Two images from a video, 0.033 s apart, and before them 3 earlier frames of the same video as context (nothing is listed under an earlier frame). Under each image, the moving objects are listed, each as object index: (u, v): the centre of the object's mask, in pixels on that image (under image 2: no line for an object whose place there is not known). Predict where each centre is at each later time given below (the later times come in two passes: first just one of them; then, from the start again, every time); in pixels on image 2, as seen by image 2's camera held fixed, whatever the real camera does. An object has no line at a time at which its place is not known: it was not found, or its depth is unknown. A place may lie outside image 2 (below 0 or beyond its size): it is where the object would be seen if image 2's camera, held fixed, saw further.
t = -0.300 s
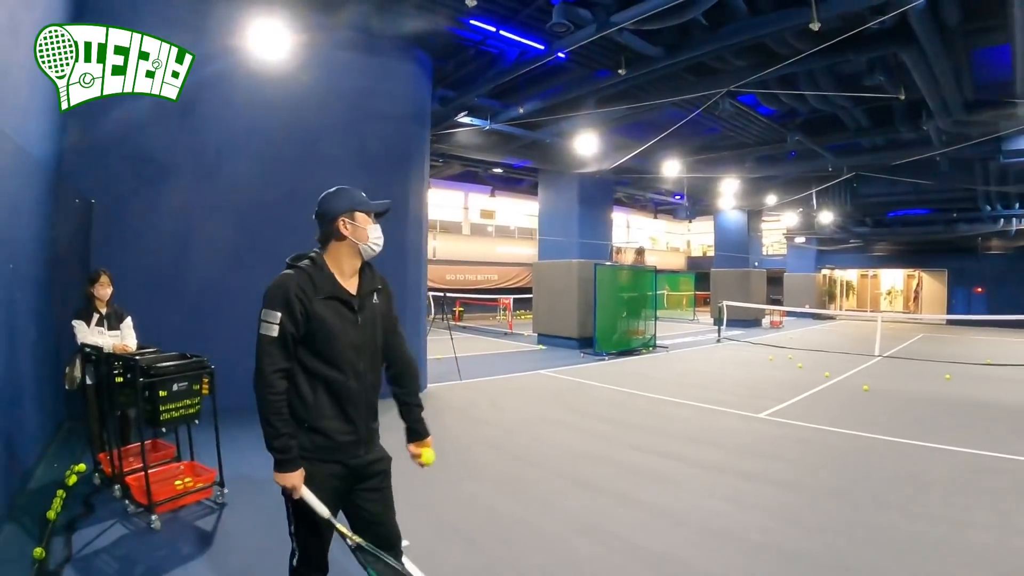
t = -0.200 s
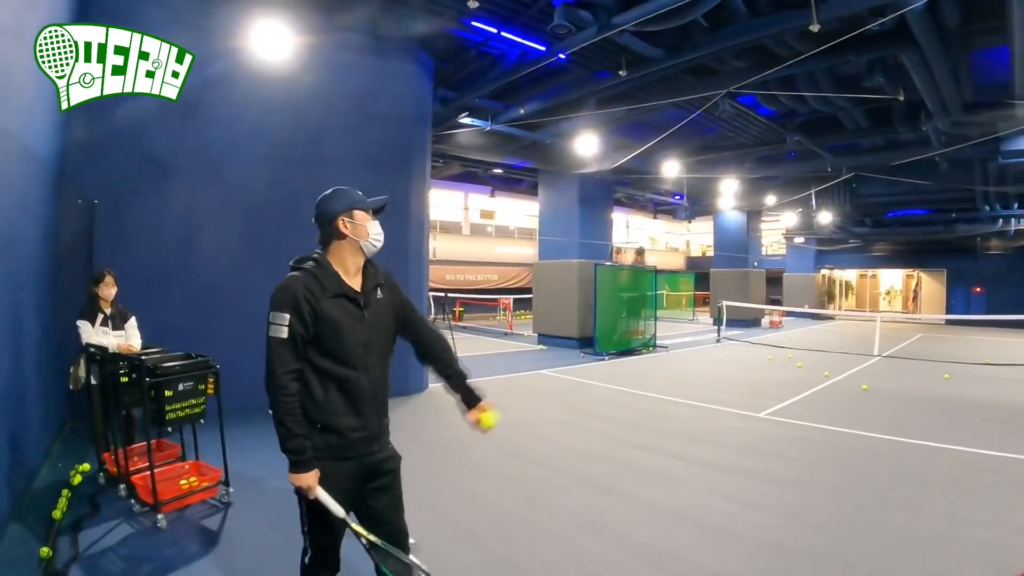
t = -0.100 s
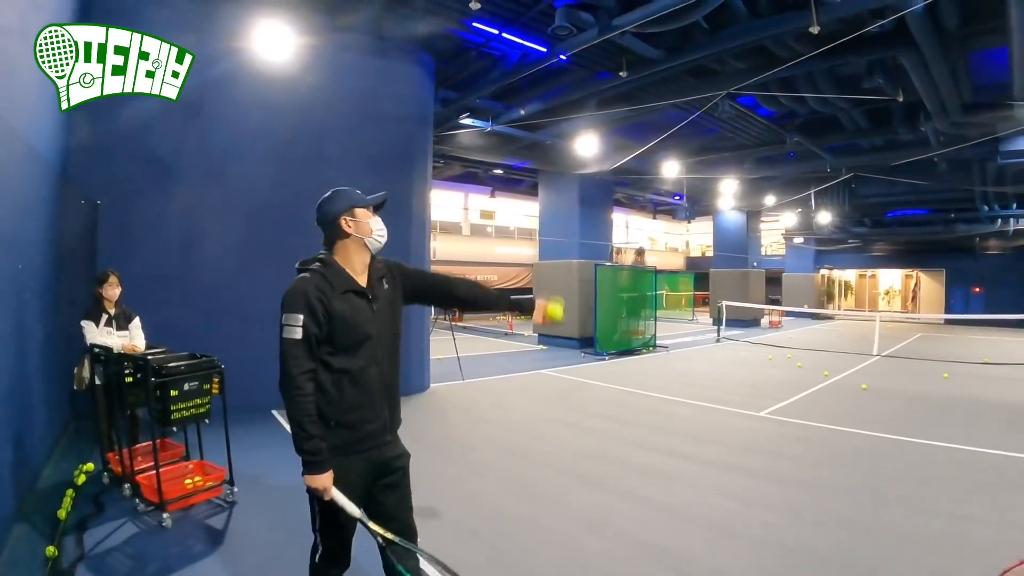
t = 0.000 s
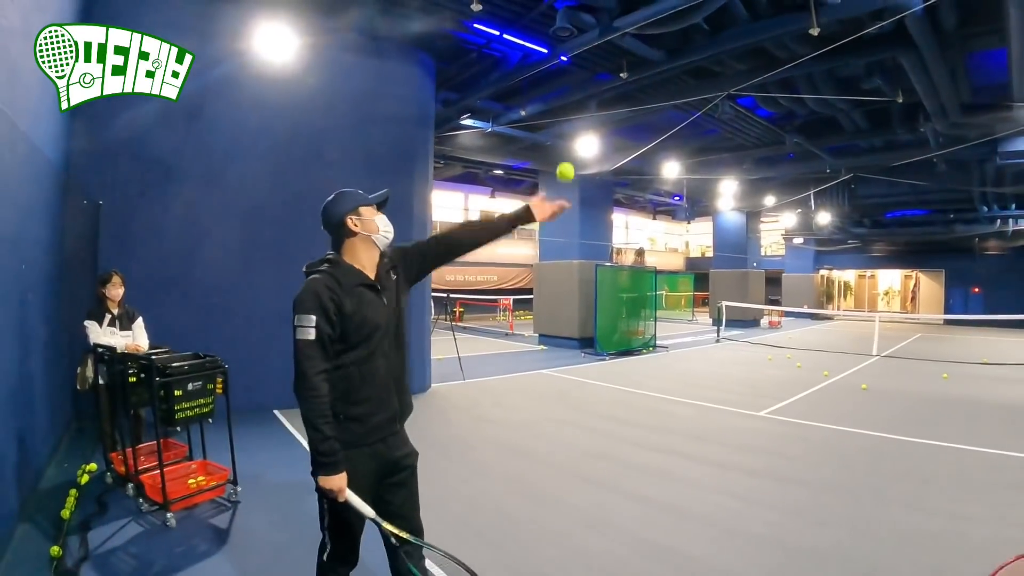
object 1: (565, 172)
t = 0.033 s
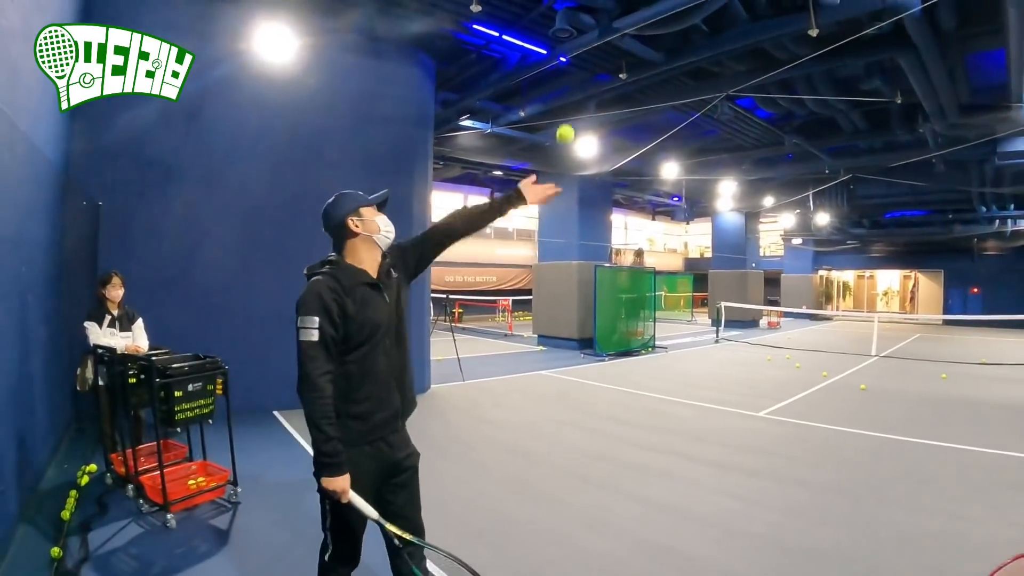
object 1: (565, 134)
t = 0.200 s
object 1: (566, 2)
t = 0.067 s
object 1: (566, 100)
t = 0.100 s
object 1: (566, 70)
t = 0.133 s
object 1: (566, 43)
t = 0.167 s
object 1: (566, 20)
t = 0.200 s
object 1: (566, 2)
